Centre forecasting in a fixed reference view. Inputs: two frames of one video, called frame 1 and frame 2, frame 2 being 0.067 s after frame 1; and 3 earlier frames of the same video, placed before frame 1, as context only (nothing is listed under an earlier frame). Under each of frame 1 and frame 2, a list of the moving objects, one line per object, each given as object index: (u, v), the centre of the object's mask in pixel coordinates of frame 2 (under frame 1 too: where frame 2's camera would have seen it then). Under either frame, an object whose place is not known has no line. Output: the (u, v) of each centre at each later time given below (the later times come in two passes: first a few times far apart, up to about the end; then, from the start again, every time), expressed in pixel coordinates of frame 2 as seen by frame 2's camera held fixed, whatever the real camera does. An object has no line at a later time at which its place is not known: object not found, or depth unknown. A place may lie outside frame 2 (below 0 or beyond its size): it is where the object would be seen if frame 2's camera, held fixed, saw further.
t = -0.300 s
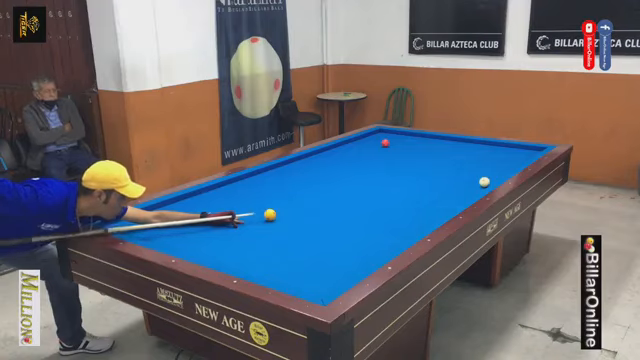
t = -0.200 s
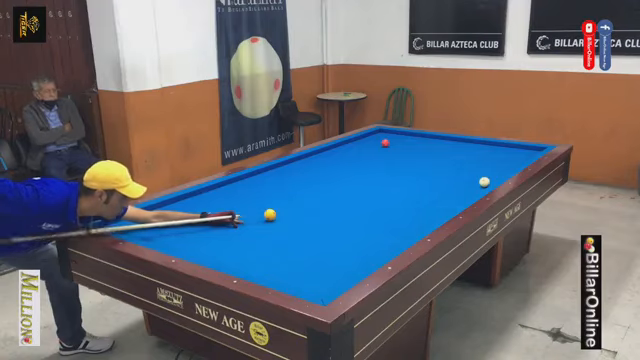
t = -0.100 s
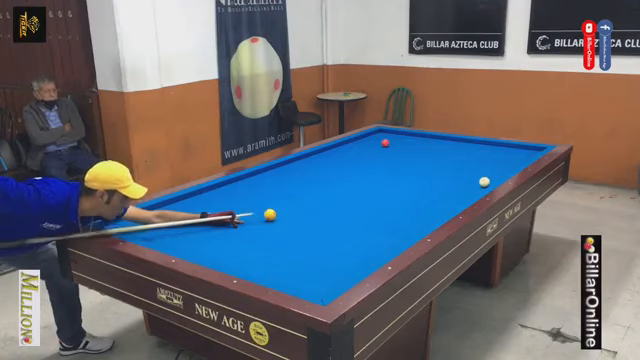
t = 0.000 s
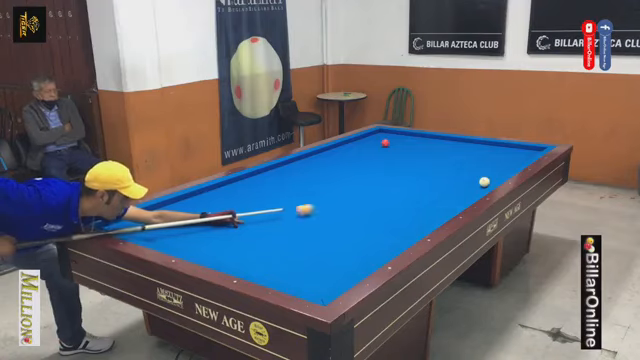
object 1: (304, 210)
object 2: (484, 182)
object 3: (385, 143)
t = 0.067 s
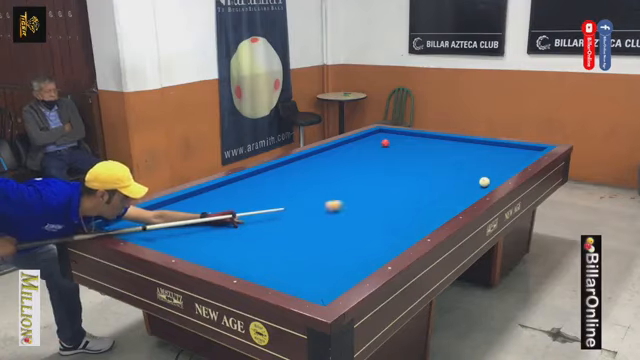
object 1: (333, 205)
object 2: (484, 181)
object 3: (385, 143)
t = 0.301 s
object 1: (427, 192)
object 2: (484, 181)
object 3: (385, 143)
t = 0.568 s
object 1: (471, 180)
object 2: (493, 174)
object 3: (385, 143)
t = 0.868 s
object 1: (443, 166)
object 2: (510, 160)
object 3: (385, 143)
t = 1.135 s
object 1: (427, 155)
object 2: (522, 150)
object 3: (385, 143)
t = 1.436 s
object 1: (412, 145)
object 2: (519, 151)
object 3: (385, 143)
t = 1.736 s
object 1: (399, 136)
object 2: (509, 156)
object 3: (385, 143)
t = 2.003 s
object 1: (384, 131)
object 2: (500, 162)
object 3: (385, 143)
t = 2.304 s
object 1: (379, 135)
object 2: (489, 168)
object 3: (385, 143)
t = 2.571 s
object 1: (381, 138)
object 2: (479, 174)
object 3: (385, 143)
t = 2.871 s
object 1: (383, 140)
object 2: (467, 182)
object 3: (386, 145)
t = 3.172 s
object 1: (384, 142)
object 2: (454, 189)
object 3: (388, 148)
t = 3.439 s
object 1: (385, 144)
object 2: (441, 196)
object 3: (389, 151)
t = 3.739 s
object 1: (386, 145)
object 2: (427, 205)
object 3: (391, 155)
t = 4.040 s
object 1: (387, 145)
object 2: (412, 214)
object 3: (392, 158)
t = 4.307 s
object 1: (387, 146)
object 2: (398, 222)
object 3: (394, 162)
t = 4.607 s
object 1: (387, 147)
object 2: (381, 232)
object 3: (396, 165)
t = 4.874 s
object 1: (388, 147)
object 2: (366, 242)
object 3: (397, 168)
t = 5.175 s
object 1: (388, 147)
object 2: (347, 253)
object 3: (399, 172)
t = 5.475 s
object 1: (389, 147)
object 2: (327, 266)
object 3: (401, 175)
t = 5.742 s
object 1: (389, 147)
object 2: (309, 277)
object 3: (403, 179)
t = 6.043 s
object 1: (389, 147)
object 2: (298, 283)
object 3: (405, 182)
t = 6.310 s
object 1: (389, 148)
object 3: (407, 185)
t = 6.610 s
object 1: (389, 148)
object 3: (409, 189)
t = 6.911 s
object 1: (389, 148)
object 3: (411, 192)
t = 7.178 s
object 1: (389, 148)
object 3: (413, 196)
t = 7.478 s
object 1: (389, 148)
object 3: (414, 198)
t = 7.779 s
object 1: (389, 148)
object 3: (416, 202)
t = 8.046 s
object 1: (389, 148)
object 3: (418, 204)
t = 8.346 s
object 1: (389, 148)
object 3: (419, 207)
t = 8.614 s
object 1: (389, 148)
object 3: (421, 209)
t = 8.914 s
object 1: (389, 148)
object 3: (422, 212)
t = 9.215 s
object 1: (389, 148)
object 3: (423, 214)
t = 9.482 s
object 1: (389, 148)
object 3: (424, 216)
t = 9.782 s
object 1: (389, 148)
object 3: (425, 218)
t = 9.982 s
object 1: (389, 148)
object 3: (426, 218)
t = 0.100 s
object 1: (348, 203)
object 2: (484, 182)
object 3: (385, 143)
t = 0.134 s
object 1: (361, 201)
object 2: (484, 181)
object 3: (385, 143)
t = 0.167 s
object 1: (375, 200)
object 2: (484, 181)
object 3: (385, 143)
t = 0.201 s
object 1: (388, 198)
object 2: (484, 181)
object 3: (385, 143)
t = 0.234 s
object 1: (401, 196)
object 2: (484, 181)
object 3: (385, 143)
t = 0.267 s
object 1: (414, 194)
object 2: (484, 181)
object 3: (385, 143)
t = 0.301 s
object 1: (427, 192)
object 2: (484, 181)
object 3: (385, 143)
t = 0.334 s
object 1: (440, 190)
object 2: (484, 182)
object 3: (385, 143)
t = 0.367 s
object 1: (452, 189)
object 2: (484, 182)
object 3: (385, 143)
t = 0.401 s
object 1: (464, 187)
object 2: (484, 182)
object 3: (385, 143)
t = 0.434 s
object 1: (474, 185)
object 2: (484, 182)
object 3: (385, 143)
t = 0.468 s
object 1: (485, 182)
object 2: (486, 179)
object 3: (385, 143)
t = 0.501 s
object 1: (482, 183)
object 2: (489, 177)
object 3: (385, 143)
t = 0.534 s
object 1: (476, 182)
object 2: (491, 176)
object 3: (385, 143)
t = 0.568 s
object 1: (471, 180)
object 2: (493, 174)
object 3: (385, 143)
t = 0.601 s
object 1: (467, 178)
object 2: (496, 172)
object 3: (385, 143)
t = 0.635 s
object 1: (462, 177)
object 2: (497, 170)
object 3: (385, 143)
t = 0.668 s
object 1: (459, 175)
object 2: (499, 168)
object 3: (385, 143)
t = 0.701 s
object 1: (455, 174)
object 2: (501, 167)
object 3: (385, 143)
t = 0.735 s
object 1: (453, 172)
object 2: (503, 166)
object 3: (385, 143)
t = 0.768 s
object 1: (450, 171)
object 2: (505, 164)
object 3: (385, 143)
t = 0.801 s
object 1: (448, 169)
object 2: (506, 163)
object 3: (385, 143)
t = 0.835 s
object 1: (446, 168)
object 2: (508, 161)
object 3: (385, 143)
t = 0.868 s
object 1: (443, 166)
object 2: (510, 160)
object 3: (385, 143)
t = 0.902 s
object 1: (441, 165)
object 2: (511, 159)
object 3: (385, 143)
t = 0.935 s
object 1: (439, 163)
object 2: (513, 157)
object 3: (385, 143)
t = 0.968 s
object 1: (437, 162)
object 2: (515, 156)
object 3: (385, 143)
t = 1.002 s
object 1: (435, 161)
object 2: (516, 155)
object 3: (385, 143)
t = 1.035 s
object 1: (433, 159)
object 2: (517, 153)
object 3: (385, 143)
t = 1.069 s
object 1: (431, 158)
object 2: (519, 152)
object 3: (385, 143)
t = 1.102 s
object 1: (429, 157)
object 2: (521, 151)
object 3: (385, 143)
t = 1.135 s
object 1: (427, 155)
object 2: (522, 150)
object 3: (385, 143)
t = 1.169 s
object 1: (426, 154)
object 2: (523, 149)
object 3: (385, 143)
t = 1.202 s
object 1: (423, 153)
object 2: (525, 148)
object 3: (385, 143)
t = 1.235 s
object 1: (422, 152)
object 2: (526, 147)
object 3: (385, 143)
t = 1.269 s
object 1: (420, 151)
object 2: (526, 147)
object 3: (385, 143)
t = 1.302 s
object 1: (418, 150)
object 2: (524, 147)
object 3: (385, 143)
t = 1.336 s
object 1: (417, 148)
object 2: (523, 148)
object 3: (385, 143)
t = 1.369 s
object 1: (415, 147)
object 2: (522, 149)
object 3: (385, 143)
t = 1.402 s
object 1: (413, 146)
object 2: (520, 150)
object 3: (385, 143)
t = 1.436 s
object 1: (412, 145)
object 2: (519, 151)
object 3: (385, 143)
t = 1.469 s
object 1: (410, 144)
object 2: (518, 151)
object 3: (385, 143)
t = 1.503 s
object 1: (409, 143)
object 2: (517, 152)
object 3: (385, 143)
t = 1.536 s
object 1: (407, 142)
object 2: (516, 152)
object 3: (385, 143)
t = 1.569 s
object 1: (406, 141)
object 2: (515, 153)
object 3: (385, 143)
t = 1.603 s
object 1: (404, 140)
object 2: (513, 153)
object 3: (385, 143)
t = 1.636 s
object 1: (403, 139)
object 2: (513, 154)
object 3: (385, 143)
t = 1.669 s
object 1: (401, 138)
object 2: (511, 155)
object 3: (385, 143)
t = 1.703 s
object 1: (400, 137)
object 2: (510, 155)
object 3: (385, 143)
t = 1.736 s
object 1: (399, 136)
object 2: (509, 156)
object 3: (385, 143)
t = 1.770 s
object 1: (397, 135)
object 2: (508, 157)
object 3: (385, 143)
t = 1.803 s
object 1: (396, 134)
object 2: (507, 158)
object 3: (385, 143)
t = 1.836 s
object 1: (395, 133)
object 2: (506, 158)
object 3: (385, 143)
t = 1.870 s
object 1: (394, 132)
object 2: (504, 159)
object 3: (385, 143)
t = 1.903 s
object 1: (392, 132)
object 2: (503, 160)
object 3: (385, 143)
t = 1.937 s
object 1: (391, 131)
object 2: (502, 160)
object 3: (385, 143)
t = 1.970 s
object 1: (387, 131)
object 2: (501, 161)
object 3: (385, 143)
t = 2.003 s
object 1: (384, 131)
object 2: (500, 162)
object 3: (385, 143)
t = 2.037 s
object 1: (381, 131)
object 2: (499, 162)
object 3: (385, 143)
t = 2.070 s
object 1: (378, 131)
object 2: (497, 163)
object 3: (385, 143)
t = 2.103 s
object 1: (377, 132)
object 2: (496, 164)
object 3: (385, 143)
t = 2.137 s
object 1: (377, 132)
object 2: (495, 165)
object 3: (385, 143)
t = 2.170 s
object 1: (378, 132)
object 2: (494, 165)
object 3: (385, 143)
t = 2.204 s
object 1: (378, 133)
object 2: (492, 166)
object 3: (385, 143)
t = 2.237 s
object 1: (379, 134)
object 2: (491, 167)
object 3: (385, 143)
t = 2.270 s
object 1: (379, 134)
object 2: (490, 168)
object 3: (385, 143)
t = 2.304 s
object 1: (379, 135)
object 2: (489, 168)
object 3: (385, 143)
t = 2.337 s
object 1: (380, 135)
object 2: (487, 169)
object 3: (385, 143)
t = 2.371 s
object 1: (380, 136)
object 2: (486, 170)
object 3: (385, 143)
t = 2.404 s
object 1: (380, 136)
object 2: (485, 170)
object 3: (385, 143)
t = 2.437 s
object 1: (380, 136)
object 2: (484, 171)
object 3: (385, 143)
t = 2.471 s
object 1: (381, 137)
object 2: (482, 172)
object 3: (385, 143)
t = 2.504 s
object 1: (381, 137)
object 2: (481, 173)
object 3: (385, 143)
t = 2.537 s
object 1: (381, 137)
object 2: (480, 173)
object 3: (385, 143)
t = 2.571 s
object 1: (381, 138)
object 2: (479, 174)
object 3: (385, 143)
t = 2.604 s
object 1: (381, 139)
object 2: (477, 175)
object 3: (385, 143)
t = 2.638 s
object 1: (382, 139)
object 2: (476, 176)
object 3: (385, 143)
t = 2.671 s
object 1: (382, 139)
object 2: (475, 176)
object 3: (385, 143)
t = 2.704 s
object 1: (382, 140)
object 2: (473, 177)
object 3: (385, 143)
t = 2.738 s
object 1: (382, 140)
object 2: (472, 178)
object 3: (385, 144)
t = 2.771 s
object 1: (382, 140)
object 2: (471, 179)
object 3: (385, 144)
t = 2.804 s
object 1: (382, 140)
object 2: (469, 180)
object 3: (385, 144)
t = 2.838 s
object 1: (383, 140)
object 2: (468, 181)
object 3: (385, 144)
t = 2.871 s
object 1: (383, 140)
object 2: (467, 182)
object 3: (386, 145)
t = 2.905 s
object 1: (383, 140)
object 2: (465, 182)
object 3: (386, 145)
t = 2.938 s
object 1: (383, 141)
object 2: (464, 183)
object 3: (386, 145)
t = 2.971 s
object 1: (384, 141)
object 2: (462, 184)
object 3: (386, 146)
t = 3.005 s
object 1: (384, 141)
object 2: (461, 185)
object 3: (386, 147)
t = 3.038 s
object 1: (384, 142)
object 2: (459, 185)
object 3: (387, 147)
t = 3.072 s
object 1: (384, 142)
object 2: (458, 186)
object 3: (387, 147)
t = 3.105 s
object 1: (384, 142)
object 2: (456, 187)
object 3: (387, 148)
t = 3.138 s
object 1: (384, 142)
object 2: (455, 188)
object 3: (387, 148)
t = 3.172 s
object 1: (384, 142)
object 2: (454, 189)
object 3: (388, 148)
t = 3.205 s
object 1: (384, 142)
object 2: (452, 190)
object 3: (388, 148)
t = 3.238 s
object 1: (384, 143)
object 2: (450, 191)
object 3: (388, 149)
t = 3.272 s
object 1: (385, 143)
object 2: (449, 192)
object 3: (388, 149)
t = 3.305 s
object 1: (385, 143)
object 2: (448, 193)
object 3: (388, 150)
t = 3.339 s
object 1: (385, 143)
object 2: (446, 194)
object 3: (388, 150)
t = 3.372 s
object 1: (385, 143)
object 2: (444, 195)
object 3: (389, 151)
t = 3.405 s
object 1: (385, 143)
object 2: (443, 195)
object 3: (389, 151)
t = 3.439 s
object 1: (385, 144)
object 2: (441, 196)
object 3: (389, 151)
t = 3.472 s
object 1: (385, 144)
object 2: (440, 197)
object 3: (389, 152)
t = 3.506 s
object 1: (385, 144)
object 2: (438, 198)
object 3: (389, 152)
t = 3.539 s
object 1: (385, 144)
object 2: (436, 199)
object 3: (389, 152)
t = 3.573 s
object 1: (386, 144)
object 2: (435, 200)
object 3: (390, 153)
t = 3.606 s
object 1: (386, 144)
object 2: (433, 201)
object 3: (390, 153)
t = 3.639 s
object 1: (386, 144)
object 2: (432, 202)
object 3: (390, 154)
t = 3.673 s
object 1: (386, 144)
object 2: (430, 203)
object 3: (390, 154)
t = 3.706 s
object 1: (386, 145)
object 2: (428, 204)
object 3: (390, 154)
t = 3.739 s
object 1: (386, 145)
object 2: (427, 205)
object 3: (391, 155)
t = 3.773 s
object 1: (386, 145)
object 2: (425, 206)
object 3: (391, 155)
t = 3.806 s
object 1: (386, 145)
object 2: (423, 207)
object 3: (391, 156)
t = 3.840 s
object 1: (386, 145)
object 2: (422, 208)
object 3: (391, 156)
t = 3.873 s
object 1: (386, 145)
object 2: (420, 209)
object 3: (391, 157)
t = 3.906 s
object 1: (386, 145)
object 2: (418, 209)
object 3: (391, 157)
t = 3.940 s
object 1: (386, 145)
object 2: (417, 211)
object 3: (391, 157)
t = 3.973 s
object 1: (387, 145)
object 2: (415, 212)
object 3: (392, 158)
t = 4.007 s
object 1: (386, 145)
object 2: (414, 213)
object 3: (392, 158)
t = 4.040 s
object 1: (387, 145)
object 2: (412, 214)
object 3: (392, 158)
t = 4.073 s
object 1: (387, 145)
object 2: (410, 215)
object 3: (392, 159)
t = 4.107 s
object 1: (387, 146)
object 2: (409, 216)
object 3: (392, 159)
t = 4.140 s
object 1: (387, 146)
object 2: (407, 217)
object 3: (392, 159)
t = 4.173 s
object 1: (387, 146)
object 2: (405, 218)
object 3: (393, 160)
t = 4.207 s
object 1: (387, 146)
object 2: (403, 219)
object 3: (393, 160)
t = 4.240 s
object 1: (387, 146)
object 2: (401, 220)
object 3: (393, 161)
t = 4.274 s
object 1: (387, 146)
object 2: (400, 221)
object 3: (394, 161)
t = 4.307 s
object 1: (387, 146)
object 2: (398, 222)
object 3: (394, 162)
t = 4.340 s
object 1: (387, 146)
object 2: (396, 223)
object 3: (394, 162)
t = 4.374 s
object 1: (387, 146)
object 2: (394, 224)
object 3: (394, 162)
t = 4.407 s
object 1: (387, 146)
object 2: (392, 226)
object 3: (394, 163)
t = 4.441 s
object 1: (387, 146)
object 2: (390, 227)
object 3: (394, 163)
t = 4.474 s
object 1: (387, 146)
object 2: (389, 228)
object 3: (395, 163)
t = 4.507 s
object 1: (387, 146)
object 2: (387, 229)
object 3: (395, 164)
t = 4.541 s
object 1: (387, 146)
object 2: (385, 230)
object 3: (395, 164)
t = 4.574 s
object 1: (387, 146)
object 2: (383, 231)
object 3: (395, 165)
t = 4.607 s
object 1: (387, 147)
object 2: (381, 232)
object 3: (396, 165)
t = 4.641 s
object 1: (388, 147)
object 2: (379, 234)
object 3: (396, 165)
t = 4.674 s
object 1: (388, 147)
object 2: (377, 235)
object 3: (396, 166)
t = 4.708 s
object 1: (388, 147)
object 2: (375, 236)
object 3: (396, 166)
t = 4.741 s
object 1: (388, 147)
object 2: (373, 237)
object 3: (396, 167)
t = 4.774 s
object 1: (388, 147)
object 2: (371, 238)
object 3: (396, 167)
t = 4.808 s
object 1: (388, 147)
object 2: (369, 239)
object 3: (397, 167)
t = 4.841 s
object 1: (388, 147)
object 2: (368, 241)
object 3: (397, 168)
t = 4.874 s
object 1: (388, 147)
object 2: (366, 242)
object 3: (397, 168)
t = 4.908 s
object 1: (388, 147)
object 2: (364, 243)
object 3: (397, 169)
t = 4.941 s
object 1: (388, 147)
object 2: (362, 244)
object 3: (397, 169)
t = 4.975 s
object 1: (388, 147)
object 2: (360, 246)
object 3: (398, 170)
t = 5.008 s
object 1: (388, 147)
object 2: (357, 247)
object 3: (398, 170)
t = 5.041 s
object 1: (388, 147)
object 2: (355, 248)
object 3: (398, 170)
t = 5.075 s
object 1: (388, 147)
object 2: (354, 249)
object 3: (399, 171)
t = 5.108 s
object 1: (388, 147)
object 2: (351, 251)
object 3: (399, 171)
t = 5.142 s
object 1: (388, 147)
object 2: (349, 252)
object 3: (399, 171)
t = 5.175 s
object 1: (388, 147)
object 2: (347, 253)
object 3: (399, 172)
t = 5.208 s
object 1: (388, 147)
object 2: (345, 255)
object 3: (399, 172)
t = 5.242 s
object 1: (388, 147)
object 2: (343, 256)
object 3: (400, 173)
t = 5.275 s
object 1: (388, 147)
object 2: (341, 257)
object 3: (400, 173)
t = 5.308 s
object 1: (388, 147)
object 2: (339, 259)
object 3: (400, 174)
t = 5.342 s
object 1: (388, 147)
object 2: (336, 260)
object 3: (400, 174)
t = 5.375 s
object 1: (389, 147)
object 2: (334, 261)
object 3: (400, 174)
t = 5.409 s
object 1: (389, 147)
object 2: (332, 263)
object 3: (401, 175)
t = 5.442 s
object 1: (389, 147)
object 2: (330, 264)
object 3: (401, 175)
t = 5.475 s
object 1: (389, 147)
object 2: (327, 266)
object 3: (401, 175)
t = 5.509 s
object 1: (389, 147)
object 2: (325, 267)
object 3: (402, 176)
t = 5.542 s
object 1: (389, 147)
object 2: (323, 268)
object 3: (402, 176)
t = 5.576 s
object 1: (389, 147)
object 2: (321, 270)
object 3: (402, 177)
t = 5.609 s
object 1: (389, 147)
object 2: (318, 271)
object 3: (402, 177)
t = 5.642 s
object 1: (389, 147)
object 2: (316, 273)
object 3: (402, 178)
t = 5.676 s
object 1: (389, 147)
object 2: (314, 274)
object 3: (402, 178)
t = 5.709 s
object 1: (389, 147)
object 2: (311, 276)
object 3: (402, 178)
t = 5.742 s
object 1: (389, 147)
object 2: (309, 277)
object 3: (403, 179)
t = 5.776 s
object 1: (389, 147)
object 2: (307, 279)
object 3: (403, 179)
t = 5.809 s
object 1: (389, 147)
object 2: (304, 280)
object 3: (403, 179)
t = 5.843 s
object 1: (389, 147)
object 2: (302, 282)
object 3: (403, 180)
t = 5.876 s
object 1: (389, 147)
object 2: (300, 283)
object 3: (404, 180)
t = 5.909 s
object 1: (389, 147)
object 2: (297, 283)
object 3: (404, 181)
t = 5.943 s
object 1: (389, 147)
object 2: (295, 284)
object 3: (404, 181)
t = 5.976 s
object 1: (389, 148)
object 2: (295, 284)
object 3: (405, 181)
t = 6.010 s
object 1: (389, 147)
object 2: (297, 284)
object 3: (405, 181)
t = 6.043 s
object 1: (389, 147)
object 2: (298, 283)
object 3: (405, 182)
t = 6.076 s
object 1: (389, 147)
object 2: (300, 283)
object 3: (405, 183)
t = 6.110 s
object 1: (389, 148)
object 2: (301, 282)
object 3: (406, 184)
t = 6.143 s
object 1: (389, 148)
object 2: (302, 281)
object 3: (406, 184)
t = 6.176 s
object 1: (389, 148)
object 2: (304, 281)
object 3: (406, 184)
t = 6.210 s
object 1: (389, 148)
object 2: (305, 280)
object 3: (406, 184)
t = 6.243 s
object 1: (389, 148)
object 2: (307, 279)
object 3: (406, 185)
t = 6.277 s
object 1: (389, 148)
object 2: (308, 278)
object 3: (406, 184)
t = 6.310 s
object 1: (389, 148)
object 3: (407, 185)
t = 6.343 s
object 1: (389, 148)
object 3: (407, 185)
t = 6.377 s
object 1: (389, 148)
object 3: (407, 186)
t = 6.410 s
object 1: (389, 148)
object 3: (407, 186)
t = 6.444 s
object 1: (389, 148)
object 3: (408, 187)
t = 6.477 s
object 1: (389, 148)
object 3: (408, 187)
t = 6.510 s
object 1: (389, 148)
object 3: (408, 188)
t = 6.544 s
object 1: (389, 148)
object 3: (408, 188)
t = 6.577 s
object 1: (389, 148)
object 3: (408, 188)
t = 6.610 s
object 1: (389, 148)
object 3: (409, 189)
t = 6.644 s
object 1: (389, 148)
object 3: (409, 189)
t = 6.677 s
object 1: (389, 148)
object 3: (409, 190)
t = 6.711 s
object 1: (389, 148)
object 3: (409, 190)
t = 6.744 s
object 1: (389, 148)
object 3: (410, 190)
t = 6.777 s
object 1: (389, 148)
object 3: (410, 190)
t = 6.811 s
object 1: (389, 148)
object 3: (410, 191)
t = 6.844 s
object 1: (389, 148)
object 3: (410, 191)
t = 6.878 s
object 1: (389, 148)
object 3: (410, 192)
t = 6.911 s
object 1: (389, 148)
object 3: (411, 192)
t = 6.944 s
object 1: (389, 148)
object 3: (411, 192)
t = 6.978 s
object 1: (389, 148)
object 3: (411, 193)
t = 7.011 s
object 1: (389, 148)
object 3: (411, 194)
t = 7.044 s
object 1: (389, 148)
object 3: (412, 194)
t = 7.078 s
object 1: (389, 148)
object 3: (412, 194)
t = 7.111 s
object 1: (389, 148)
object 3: (412, 195)
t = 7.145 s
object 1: (389, 148)
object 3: (412, 195)
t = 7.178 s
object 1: (389, 148)
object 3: (413, 196)
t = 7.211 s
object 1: (389, 148)
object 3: (413, 196)
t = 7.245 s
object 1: (389, 148)
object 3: (413, 196)
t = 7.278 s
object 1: (389, 148)
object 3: (413, 196)
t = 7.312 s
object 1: (389, 148)
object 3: (413, 197)
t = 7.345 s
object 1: (389, 148)
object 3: (413, 197)
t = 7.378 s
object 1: (389, 148)
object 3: (413, 197)
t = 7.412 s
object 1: (389, 148)
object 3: (414, 198)
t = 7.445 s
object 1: (389, 148)
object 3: (414, 198)
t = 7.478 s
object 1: (389, 148)
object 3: (414, 198)
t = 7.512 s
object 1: (389, 148)
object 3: (414, 199)
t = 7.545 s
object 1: (389, 148)
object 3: (415, 199)
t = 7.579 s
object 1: (389, 148)
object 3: (415, 200)
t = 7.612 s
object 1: (389, 148)
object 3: (415, 200)
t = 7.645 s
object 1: (389, 148)
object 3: (415, 200)
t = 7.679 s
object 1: (389, 148)
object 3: (415, 200)
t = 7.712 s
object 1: (389, 148)
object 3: (416, 201)
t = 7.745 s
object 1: (389, 148)
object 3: (416, 201)
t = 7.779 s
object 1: (389, 148)
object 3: (416, 202)
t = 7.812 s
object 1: (389, 148)
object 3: (416, 202)
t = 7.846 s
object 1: (389, 148)
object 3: (416, 202)
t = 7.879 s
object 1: (389, 148)
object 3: (417, 203)
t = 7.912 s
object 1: (389, 148)
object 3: (417, 203)
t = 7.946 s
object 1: (389, 148)
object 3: (417, 203)
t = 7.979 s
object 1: (389, 148)
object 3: (417, 203)
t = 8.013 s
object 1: (389, 148)
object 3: (418, 204)
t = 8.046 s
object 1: (389, 148)
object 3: (418, 204)
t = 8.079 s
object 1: (389, 148)
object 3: (418, 205)
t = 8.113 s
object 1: (389, 148)
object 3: (418, 205)
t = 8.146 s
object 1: (389, 148)
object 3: (418, 205)
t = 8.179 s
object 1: (389, 148)
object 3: (418, 205)
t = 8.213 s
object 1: (389, 148)
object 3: (419, 206)
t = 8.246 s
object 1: (389, 148)
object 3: (419, 206)
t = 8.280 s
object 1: (389, 148)
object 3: (419, 206)
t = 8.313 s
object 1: (389, 148)
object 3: (419, 207)
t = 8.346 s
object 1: (389, 148)
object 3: (419, 207)
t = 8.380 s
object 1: (389, 148)
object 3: (420, 207)
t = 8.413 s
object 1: (389, 148)
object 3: (420, 207)
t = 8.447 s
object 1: (389, 148)
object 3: (420, 208)
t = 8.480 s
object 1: (389, 148)
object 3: (420, 208)
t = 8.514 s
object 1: (389, 148)
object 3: (420, 209)
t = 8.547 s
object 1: (389, 148)
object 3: (420, 209)
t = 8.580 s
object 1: (389, 148)
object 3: (420, 209)
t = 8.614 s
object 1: (389, 148)
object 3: (421, 209)
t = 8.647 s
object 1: (389, 148)
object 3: (421, 210)
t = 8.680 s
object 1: (389, 148)
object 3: (421, 210)
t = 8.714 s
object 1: (389, 148)
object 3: (421, 210)
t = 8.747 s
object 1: (389, 148)
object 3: (421, 211)
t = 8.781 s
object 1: (389, 148)
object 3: (422, 211)
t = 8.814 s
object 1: (389, 148)
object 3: (422, 211)
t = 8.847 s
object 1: (389, 148)
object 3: (422, 211)
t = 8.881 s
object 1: (389, 148)
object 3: (422, 212)
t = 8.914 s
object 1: (389, 148)
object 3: (422, 212)
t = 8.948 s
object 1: (389, 148)
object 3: (422, 212)
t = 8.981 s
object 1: (389, 148)
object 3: (422, 213)
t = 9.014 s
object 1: (389, 148)
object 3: (423, 213)
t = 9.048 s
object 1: (389, 148)
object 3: (423, 213)
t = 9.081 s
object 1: (389, 148)
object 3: (423, 213)
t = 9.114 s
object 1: (389, 148)
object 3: (423, 214)
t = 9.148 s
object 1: (389, 148)
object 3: (423, 214)
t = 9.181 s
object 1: (389, 148)
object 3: (423, 214)
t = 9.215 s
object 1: (389, 148)
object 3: (423, 214)
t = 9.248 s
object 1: (389, 148)
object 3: (424, 215)
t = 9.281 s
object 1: (389, 148)
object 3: (424, 215)
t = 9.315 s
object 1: (389, 148)
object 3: (424, 215)
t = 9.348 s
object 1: (389, 148)
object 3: (424, 215)
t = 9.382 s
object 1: (389, 148)
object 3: (424, 215)
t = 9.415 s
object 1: (389, 148)
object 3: (424, 216)
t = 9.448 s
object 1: (389, 148)
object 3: (424, 216)
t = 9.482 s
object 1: (389, 148)
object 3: (424, 216)
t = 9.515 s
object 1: (389, 148)
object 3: (424, 216)
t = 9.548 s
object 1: (389, 148)
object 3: (425, 216)
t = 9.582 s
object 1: (389, 148)
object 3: (425, 216)
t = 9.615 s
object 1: (389, 148)
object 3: (425, 216)
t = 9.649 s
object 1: (389, 148)
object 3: (425, 217)
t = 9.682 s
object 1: (389, 148)
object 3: (425, 217)
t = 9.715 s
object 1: (389, 148)
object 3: (425, 217)
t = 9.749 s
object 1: (389, 148)
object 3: (425, 218)
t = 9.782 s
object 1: (389, 148)
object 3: (425, 218)
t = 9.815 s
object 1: (389, 148)
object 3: (425, 218)
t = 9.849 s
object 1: (389, 148)
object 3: (426, 218)
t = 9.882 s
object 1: (389, 148)
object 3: (425, 218)
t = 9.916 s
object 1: (389, 148)
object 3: (426, 219)
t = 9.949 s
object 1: (389, 148)
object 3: (426, 219)
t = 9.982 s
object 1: (389, 148)
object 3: (426, 218)
